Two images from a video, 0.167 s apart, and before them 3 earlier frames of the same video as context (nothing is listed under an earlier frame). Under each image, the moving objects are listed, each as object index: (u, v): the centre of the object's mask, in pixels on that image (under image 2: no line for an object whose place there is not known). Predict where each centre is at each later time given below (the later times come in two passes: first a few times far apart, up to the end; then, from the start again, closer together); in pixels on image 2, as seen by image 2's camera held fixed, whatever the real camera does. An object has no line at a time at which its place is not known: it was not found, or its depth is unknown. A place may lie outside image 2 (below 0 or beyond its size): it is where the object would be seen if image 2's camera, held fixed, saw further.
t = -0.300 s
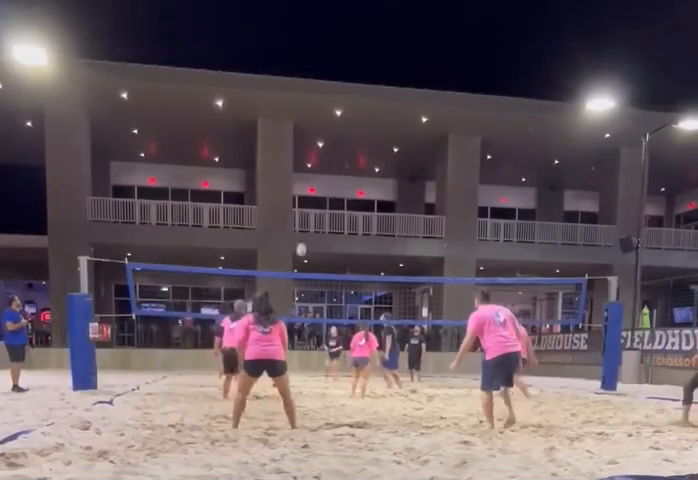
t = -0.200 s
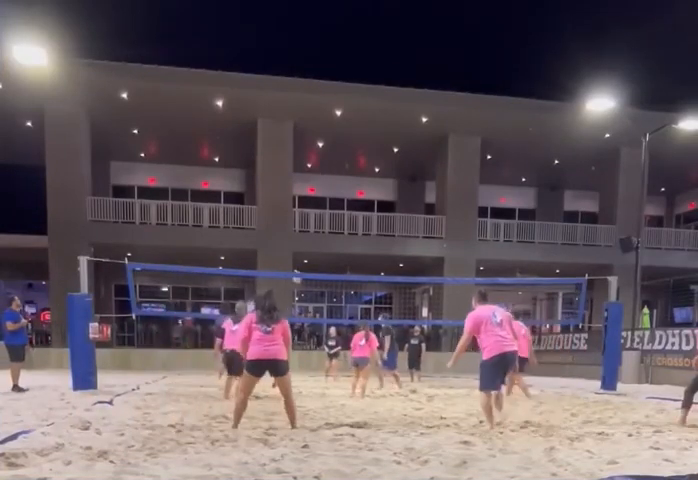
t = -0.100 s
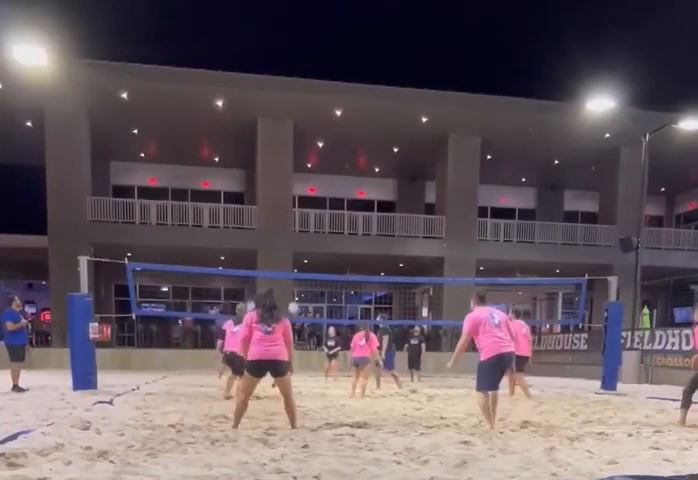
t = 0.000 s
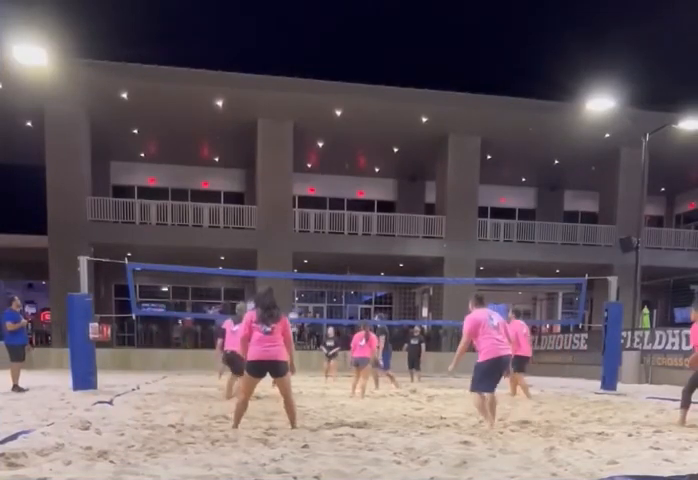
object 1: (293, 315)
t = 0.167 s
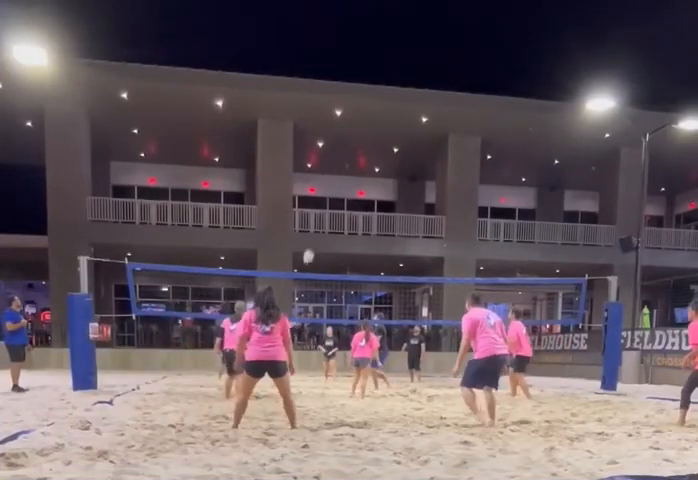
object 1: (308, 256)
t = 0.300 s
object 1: (321, 214)
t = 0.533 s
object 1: (346, 156)
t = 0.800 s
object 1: (376, 121)
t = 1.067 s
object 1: (408, 124)
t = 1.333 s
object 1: (440, 171)
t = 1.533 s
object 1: (463, 237)
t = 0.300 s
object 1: (321, 214)
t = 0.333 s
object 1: (325, 204)
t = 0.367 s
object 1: (328, 195)
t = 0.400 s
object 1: (332, 186)
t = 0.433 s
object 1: (335, 178)
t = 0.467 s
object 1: (339, 170)
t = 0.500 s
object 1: (343, 163)
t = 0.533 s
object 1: (346, 156)
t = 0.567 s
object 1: (349, 150)
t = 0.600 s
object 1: (353, 144)
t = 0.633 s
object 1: (357, 139)
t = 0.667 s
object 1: (361, 135)
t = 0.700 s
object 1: (365, 130)
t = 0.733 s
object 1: (368, 126)
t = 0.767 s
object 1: (372, 123)
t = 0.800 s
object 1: (376, 121)
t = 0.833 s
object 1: (380, 119)
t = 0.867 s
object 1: (384, 118)
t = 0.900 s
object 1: (387, 117)
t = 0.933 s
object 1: (392, 117)
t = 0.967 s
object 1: (396, 118)
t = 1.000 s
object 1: (400, 119)
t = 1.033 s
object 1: (404, 121)
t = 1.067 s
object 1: (408, 124)
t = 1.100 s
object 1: (412, 127)
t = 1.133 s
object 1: (416, 131)
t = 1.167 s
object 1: (420, 136)
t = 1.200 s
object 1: (424, 141)
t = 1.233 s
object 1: (428, 148)
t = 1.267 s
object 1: (432, 154)
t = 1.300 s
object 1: (436, 162)
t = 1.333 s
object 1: (440, 171)
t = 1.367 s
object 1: (444, 180)
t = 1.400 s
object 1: (448, 190)
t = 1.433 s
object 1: (452, 200)
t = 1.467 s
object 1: (456, 212)
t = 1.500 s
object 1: (460, 224)
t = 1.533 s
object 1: (463, 237)
